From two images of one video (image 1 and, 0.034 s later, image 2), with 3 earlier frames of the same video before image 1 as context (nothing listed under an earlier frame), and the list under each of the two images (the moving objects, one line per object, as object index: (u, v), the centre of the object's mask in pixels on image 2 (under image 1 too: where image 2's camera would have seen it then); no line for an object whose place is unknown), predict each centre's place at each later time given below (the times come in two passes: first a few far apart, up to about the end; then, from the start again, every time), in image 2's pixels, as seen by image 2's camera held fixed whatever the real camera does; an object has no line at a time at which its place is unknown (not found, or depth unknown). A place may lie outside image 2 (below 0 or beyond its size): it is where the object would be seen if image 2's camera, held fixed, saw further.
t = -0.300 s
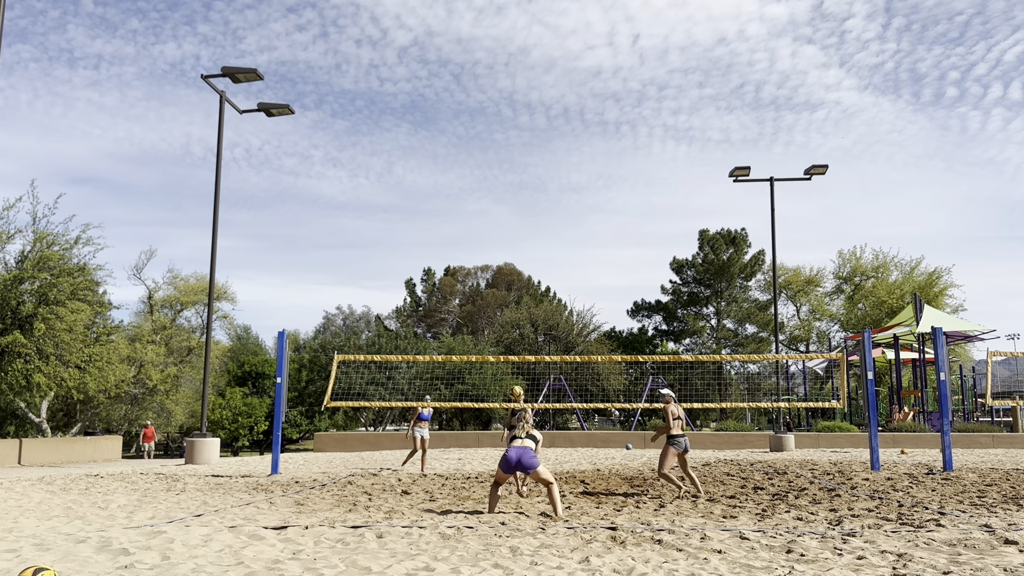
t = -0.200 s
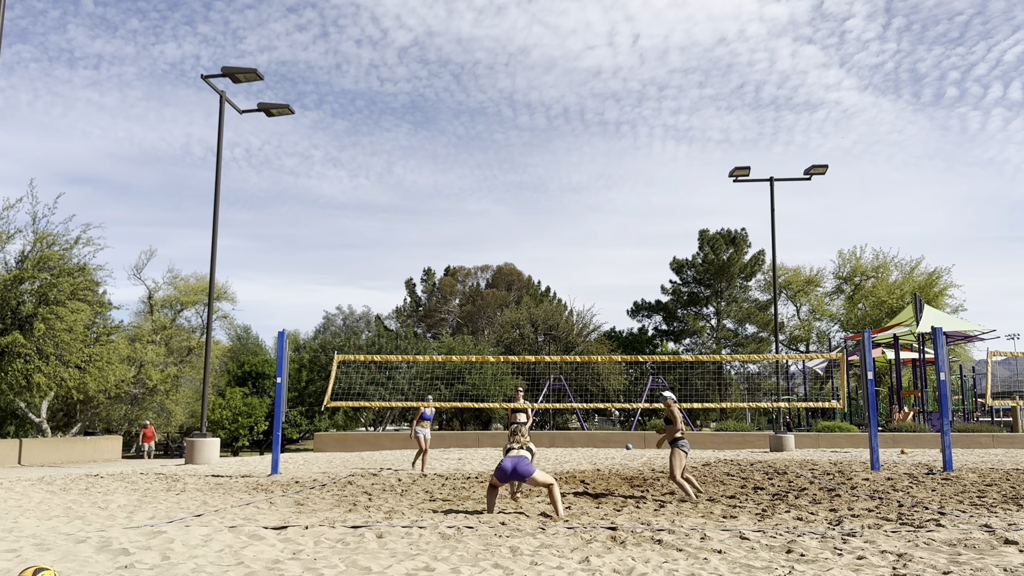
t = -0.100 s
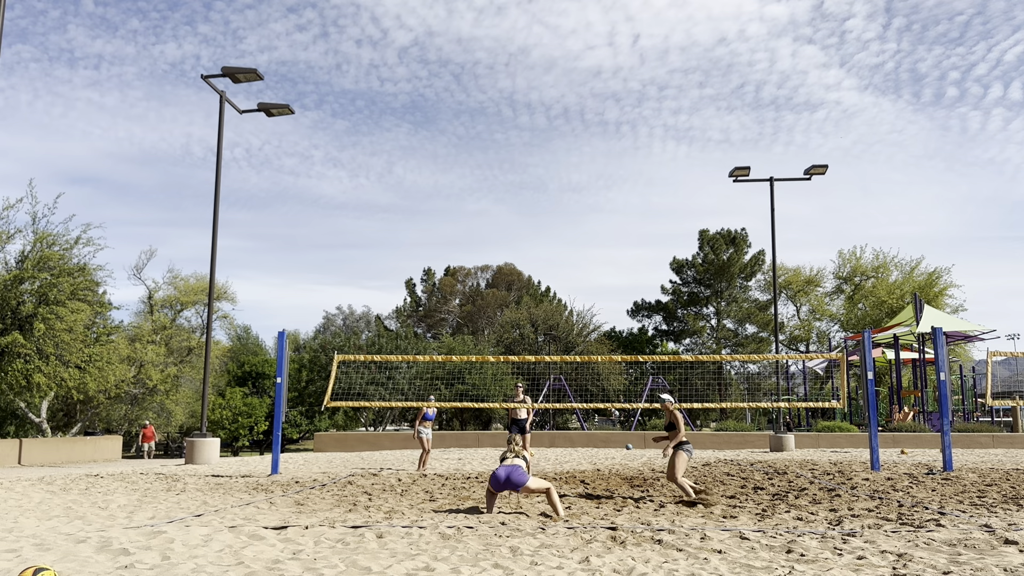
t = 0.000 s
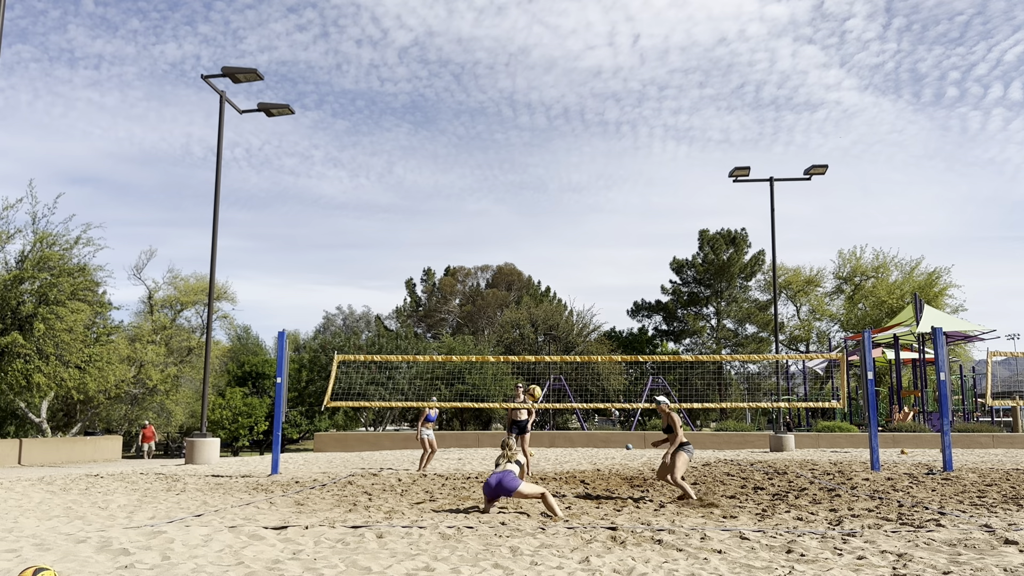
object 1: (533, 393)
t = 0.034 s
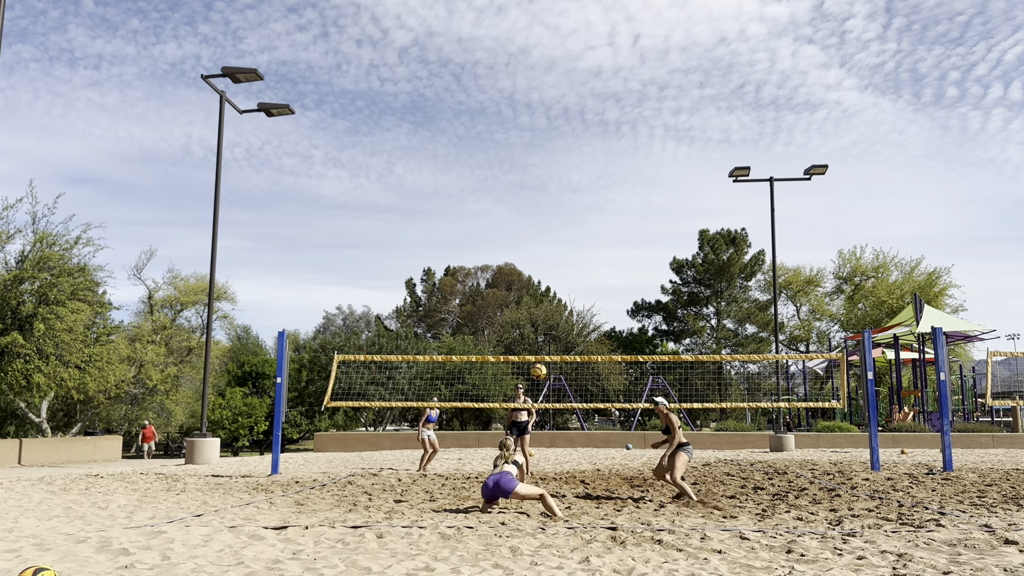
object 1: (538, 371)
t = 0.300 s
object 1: (570, 244)
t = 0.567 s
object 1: (598, 178)
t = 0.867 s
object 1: (624, 160)
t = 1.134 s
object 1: (644, 186)
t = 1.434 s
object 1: (661, 259)
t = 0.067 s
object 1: (543, 351)
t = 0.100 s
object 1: (547, 333)
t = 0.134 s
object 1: (552, 315)
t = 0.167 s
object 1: (556, 299)
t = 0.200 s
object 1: (559, 284)
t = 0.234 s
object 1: (563, 270)
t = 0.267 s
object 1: (567, 256)
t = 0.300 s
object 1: (570, 244)
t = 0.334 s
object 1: (574, 233)
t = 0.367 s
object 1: (578, 223)
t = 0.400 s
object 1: (581, 214)
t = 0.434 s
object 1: (584, 205)
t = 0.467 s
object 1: (588, 197)
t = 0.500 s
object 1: (591, 190)
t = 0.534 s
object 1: (595, 184)
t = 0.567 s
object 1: (598, 178)
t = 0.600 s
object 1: (601, 174)
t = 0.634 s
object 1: (604, 170)
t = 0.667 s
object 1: (607, 166)
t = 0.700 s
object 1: (610, 164)
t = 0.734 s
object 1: (613, 162)
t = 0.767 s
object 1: (616, 160)
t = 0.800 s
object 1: (619, 160)
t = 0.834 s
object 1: (621, 160)
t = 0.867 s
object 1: (624, 160)
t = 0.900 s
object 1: (627, 161)
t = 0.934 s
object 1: (629, 163)
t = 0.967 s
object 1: (632, 166)
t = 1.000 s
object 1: (634, 168)
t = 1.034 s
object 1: (637, 172)
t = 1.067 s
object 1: (639, 177)
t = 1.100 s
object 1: (642, 181)
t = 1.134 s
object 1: (644, 186)
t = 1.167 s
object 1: (646, 192)
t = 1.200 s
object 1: (648, 199)
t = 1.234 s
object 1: (650, 206)
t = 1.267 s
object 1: (652, 213)
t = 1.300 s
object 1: (654, 221)
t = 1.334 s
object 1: (656, 230)
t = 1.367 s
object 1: (658, 239)
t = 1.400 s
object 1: (660, 249)
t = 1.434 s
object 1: (661, 259)
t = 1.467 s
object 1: (663, 270)
